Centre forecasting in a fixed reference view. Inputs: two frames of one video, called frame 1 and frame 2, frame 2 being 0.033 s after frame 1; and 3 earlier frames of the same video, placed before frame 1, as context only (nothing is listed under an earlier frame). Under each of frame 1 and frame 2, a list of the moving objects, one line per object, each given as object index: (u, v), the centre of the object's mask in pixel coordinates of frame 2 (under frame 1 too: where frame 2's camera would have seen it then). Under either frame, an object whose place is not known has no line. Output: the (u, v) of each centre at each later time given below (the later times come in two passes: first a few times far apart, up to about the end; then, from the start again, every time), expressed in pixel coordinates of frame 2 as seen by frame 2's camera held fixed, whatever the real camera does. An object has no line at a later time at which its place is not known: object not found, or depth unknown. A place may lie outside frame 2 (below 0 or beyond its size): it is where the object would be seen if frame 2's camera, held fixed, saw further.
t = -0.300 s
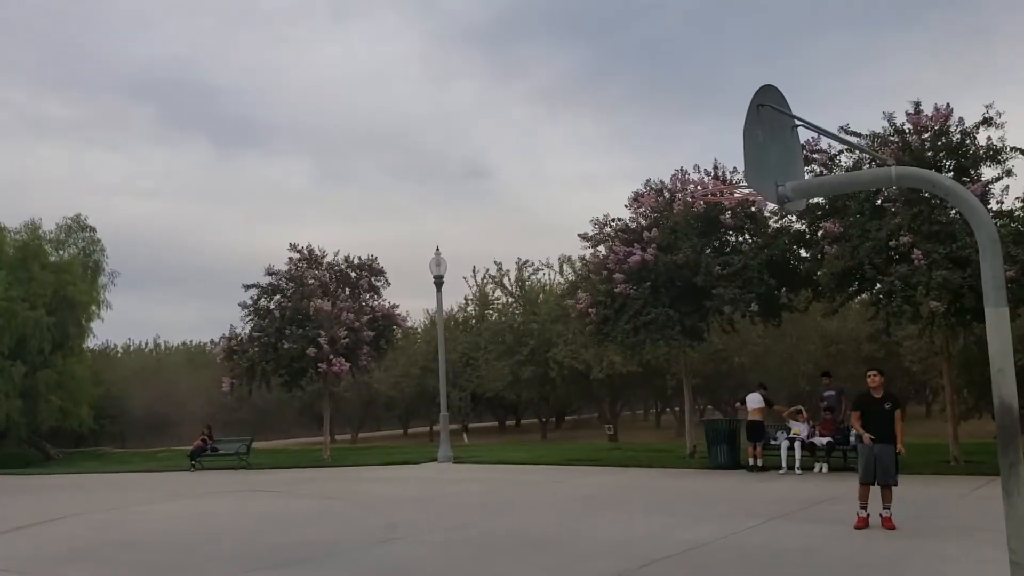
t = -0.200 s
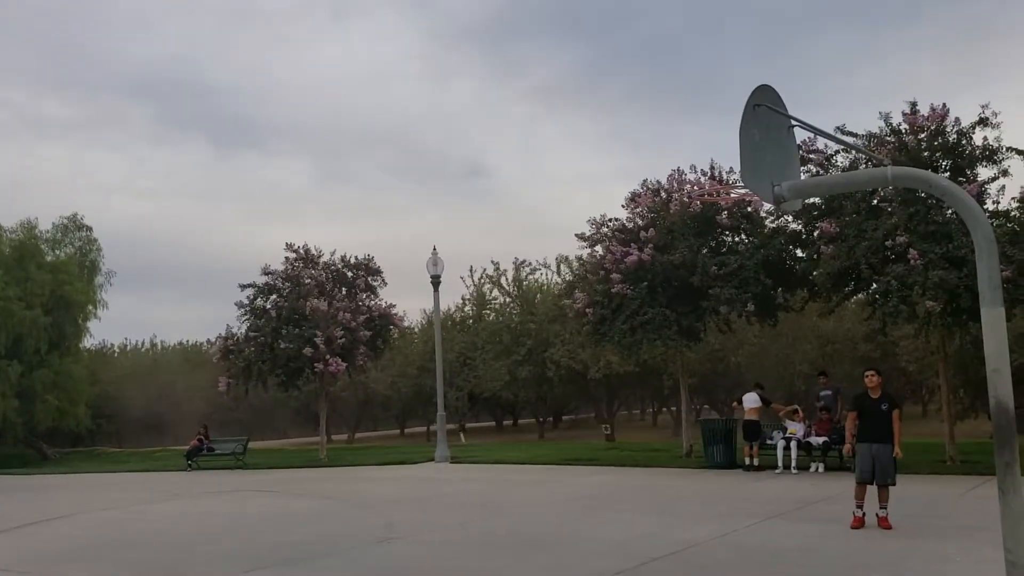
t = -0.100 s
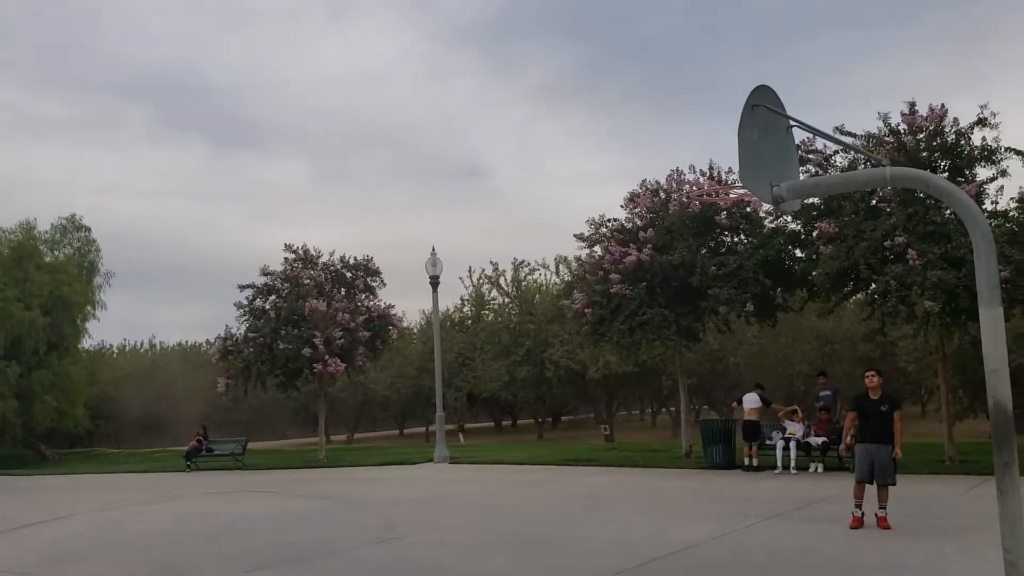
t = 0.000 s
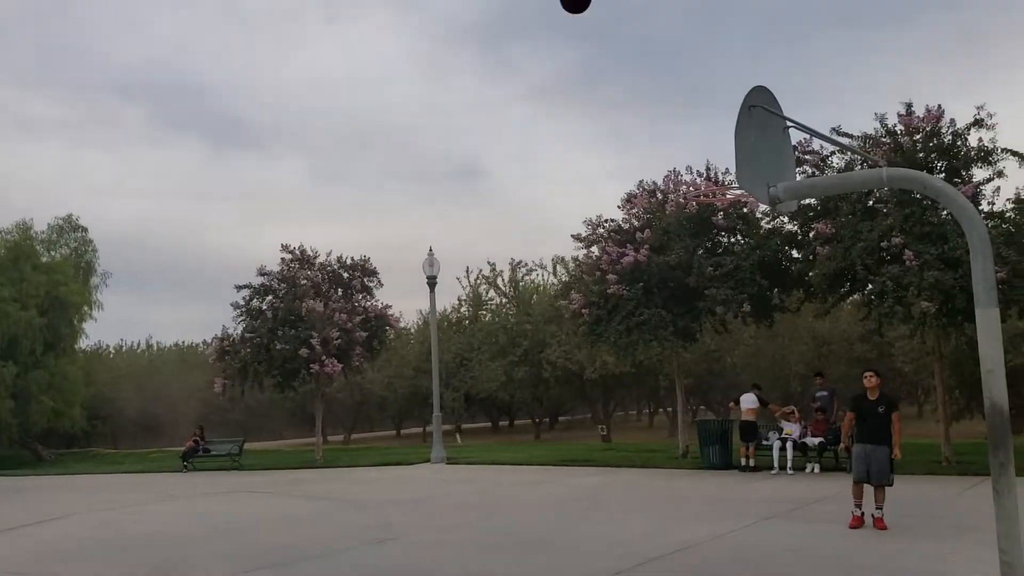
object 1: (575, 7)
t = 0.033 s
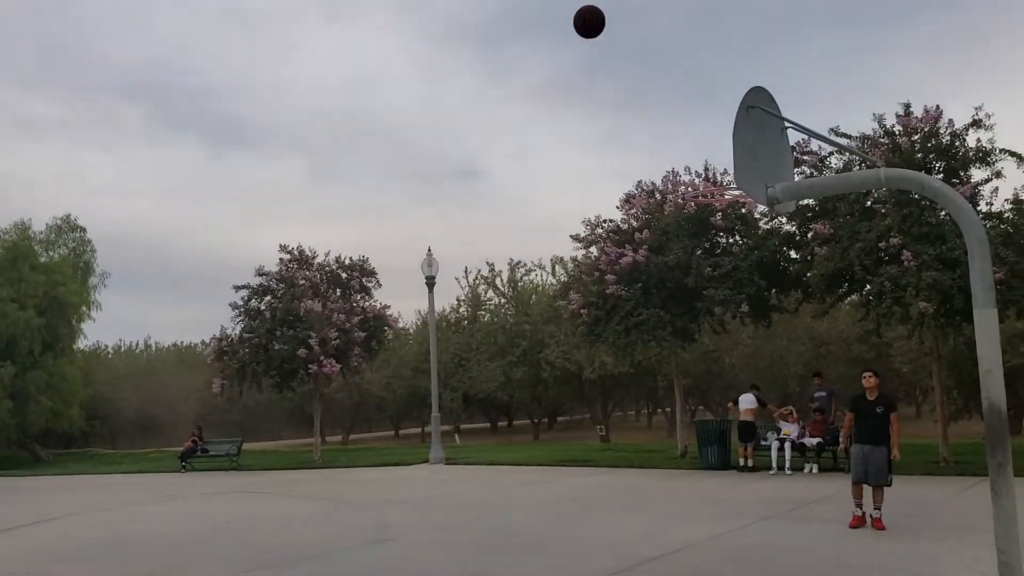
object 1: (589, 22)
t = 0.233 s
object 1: (675, 188)
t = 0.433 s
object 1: (616, 270)
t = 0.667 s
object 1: (557, 394)
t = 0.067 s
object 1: (604, 47)
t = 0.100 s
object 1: (618, 73)
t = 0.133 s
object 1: (633, 101)
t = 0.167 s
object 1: (647, 129)
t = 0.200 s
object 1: (661, 158)
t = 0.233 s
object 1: (675, 188)
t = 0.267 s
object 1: (671, 204)
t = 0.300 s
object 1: (659, 216)
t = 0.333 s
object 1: (648, 228)
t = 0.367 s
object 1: (637, 242)
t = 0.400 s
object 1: (628, 255)
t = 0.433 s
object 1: (616, 270)
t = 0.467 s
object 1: (607, 286)
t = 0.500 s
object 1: (597, 301)
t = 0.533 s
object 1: (589, 318)
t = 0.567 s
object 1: (580, 336)
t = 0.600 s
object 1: (572, 354)
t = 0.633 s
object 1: (565, 374)
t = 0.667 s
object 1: (557, 394)
